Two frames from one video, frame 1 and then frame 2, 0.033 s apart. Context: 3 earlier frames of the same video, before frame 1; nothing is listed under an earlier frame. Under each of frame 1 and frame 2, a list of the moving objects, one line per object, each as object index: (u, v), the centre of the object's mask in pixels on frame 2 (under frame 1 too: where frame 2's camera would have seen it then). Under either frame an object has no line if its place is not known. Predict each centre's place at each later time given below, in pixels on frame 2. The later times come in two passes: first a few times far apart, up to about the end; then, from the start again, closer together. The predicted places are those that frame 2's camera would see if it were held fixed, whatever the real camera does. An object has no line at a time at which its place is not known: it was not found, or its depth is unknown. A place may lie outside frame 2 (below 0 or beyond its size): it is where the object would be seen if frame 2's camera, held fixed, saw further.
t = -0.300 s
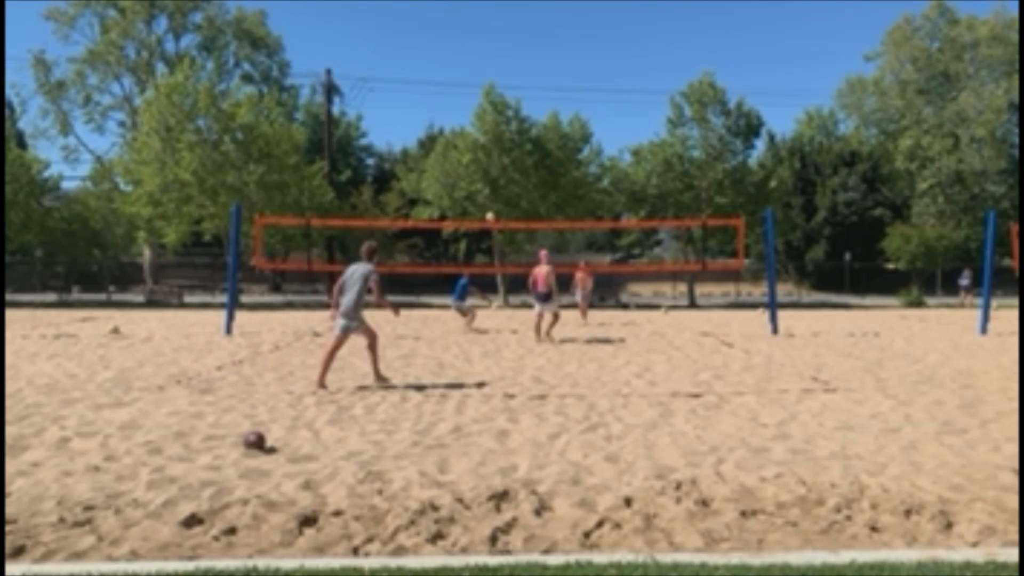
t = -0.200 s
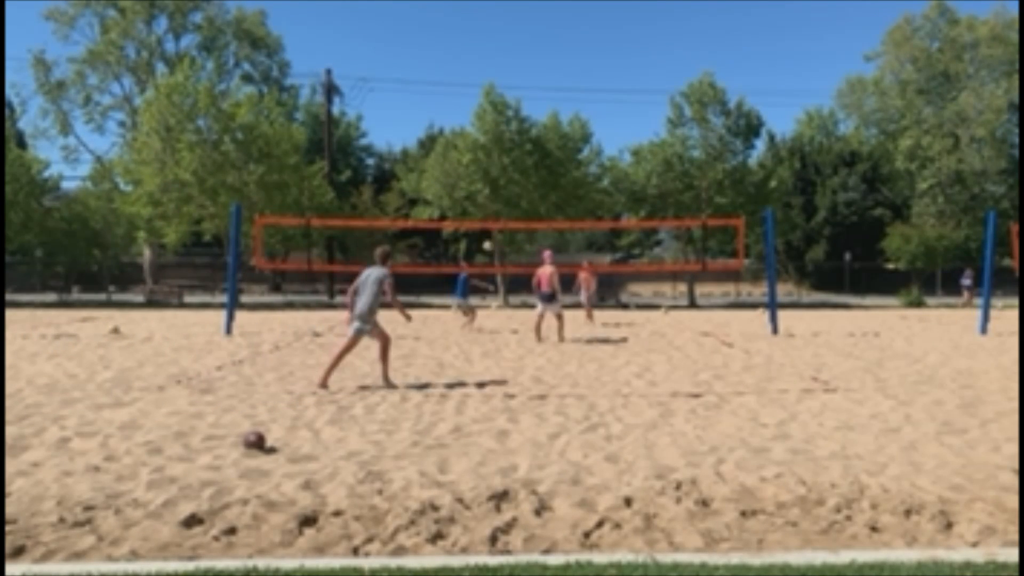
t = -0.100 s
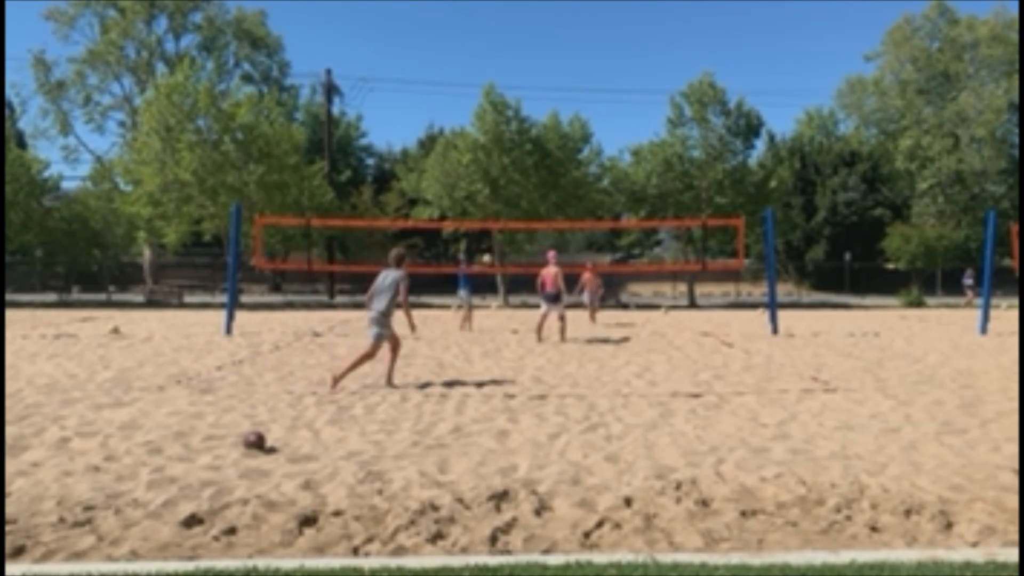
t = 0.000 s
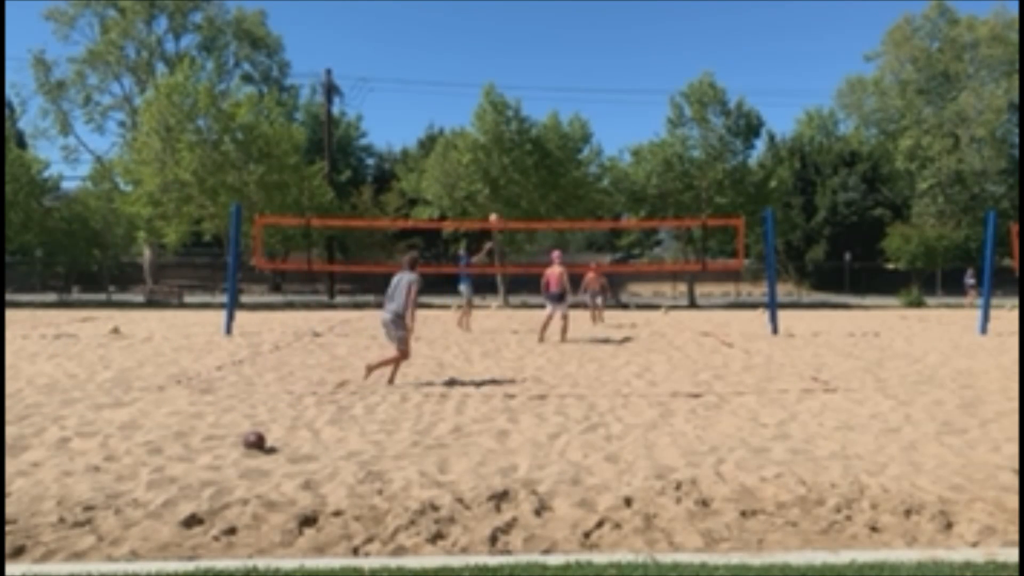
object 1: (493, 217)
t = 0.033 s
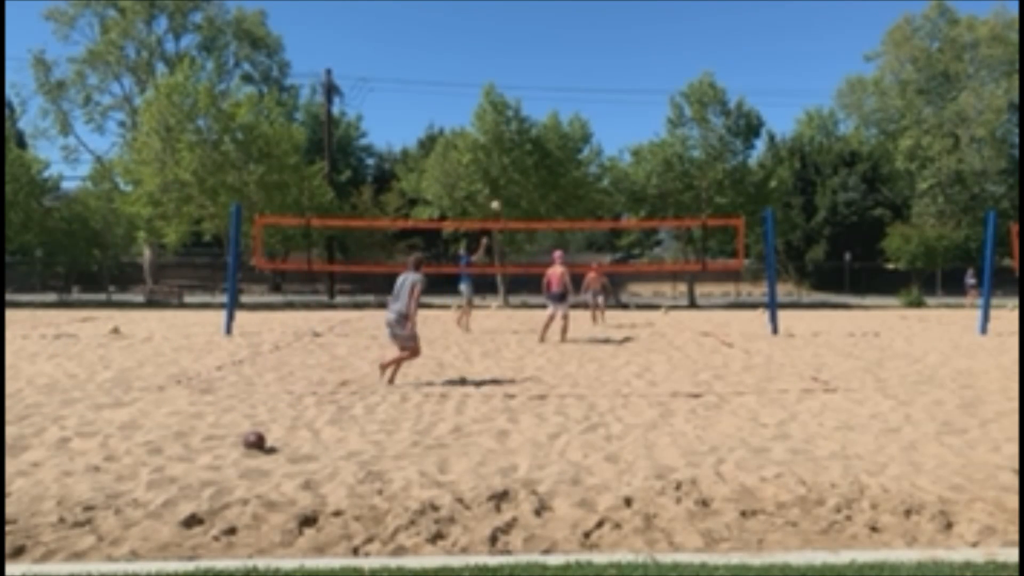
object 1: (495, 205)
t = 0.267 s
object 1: (508, 132)
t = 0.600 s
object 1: (525, 69)
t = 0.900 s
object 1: (537, 56)
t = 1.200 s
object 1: (549, 84)
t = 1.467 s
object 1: (559, 143)
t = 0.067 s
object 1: (498, 193)
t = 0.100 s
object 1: (499, 181)
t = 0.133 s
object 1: (500, 170)
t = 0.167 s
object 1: (503, 160)
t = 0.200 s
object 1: (505, 149)
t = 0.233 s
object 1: (507, 140)
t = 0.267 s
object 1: (508, 132)
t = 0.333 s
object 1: (510, 114)
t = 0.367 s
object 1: (514, 107)
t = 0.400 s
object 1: (515, 100)
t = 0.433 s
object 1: (516, 95)
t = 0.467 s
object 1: (518, 87)
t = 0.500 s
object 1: (520, 82)
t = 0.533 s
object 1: (522, 77)
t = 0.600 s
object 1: (525, 69)
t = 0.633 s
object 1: (526, 66)
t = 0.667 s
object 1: (528, 62)
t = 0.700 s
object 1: (529, 60)
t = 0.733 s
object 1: (531, 58)
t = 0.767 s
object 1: (532, 57)
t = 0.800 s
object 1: (533, 56)
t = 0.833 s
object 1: (535, 55)
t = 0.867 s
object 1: (536, 55)
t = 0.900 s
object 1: (537, 56)
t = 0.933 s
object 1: (539, 57)
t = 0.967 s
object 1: (539, 58)
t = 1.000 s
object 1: (541, 60)
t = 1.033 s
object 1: (543, 63)
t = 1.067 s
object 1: (544, 66)
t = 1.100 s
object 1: (546, 69)
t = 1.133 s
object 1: (547, 74)
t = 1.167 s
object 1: (548, 79)
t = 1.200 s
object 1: (549, 84)
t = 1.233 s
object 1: (551, 89)
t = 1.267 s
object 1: (552, 96)
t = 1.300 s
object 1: (553, 102)
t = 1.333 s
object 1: (554, 109)
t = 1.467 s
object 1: (559, 143)
